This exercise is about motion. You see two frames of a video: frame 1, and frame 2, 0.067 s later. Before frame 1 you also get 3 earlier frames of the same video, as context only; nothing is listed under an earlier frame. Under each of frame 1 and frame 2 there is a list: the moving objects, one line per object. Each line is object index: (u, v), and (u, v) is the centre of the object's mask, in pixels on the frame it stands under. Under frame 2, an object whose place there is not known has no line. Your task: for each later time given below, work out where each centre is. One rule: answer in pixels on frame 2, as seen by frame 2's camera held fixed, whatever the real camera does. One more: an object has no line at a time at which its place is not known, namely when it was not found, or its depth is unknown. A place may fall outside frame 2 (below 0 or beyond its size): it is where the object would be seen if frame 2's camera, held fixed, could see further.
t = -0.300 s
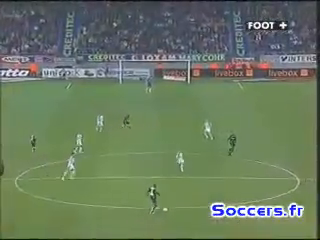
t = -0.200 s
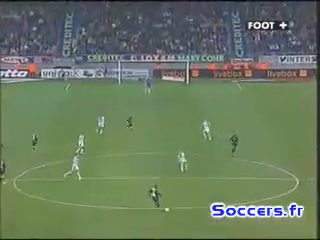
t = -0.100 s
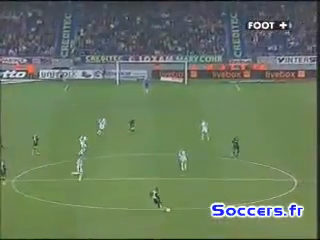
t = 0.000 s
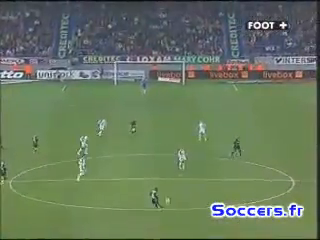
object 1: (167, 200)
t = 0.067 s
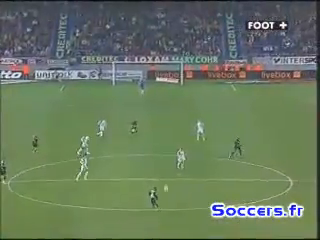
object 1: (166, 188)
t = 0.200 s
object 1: (165, 167)
